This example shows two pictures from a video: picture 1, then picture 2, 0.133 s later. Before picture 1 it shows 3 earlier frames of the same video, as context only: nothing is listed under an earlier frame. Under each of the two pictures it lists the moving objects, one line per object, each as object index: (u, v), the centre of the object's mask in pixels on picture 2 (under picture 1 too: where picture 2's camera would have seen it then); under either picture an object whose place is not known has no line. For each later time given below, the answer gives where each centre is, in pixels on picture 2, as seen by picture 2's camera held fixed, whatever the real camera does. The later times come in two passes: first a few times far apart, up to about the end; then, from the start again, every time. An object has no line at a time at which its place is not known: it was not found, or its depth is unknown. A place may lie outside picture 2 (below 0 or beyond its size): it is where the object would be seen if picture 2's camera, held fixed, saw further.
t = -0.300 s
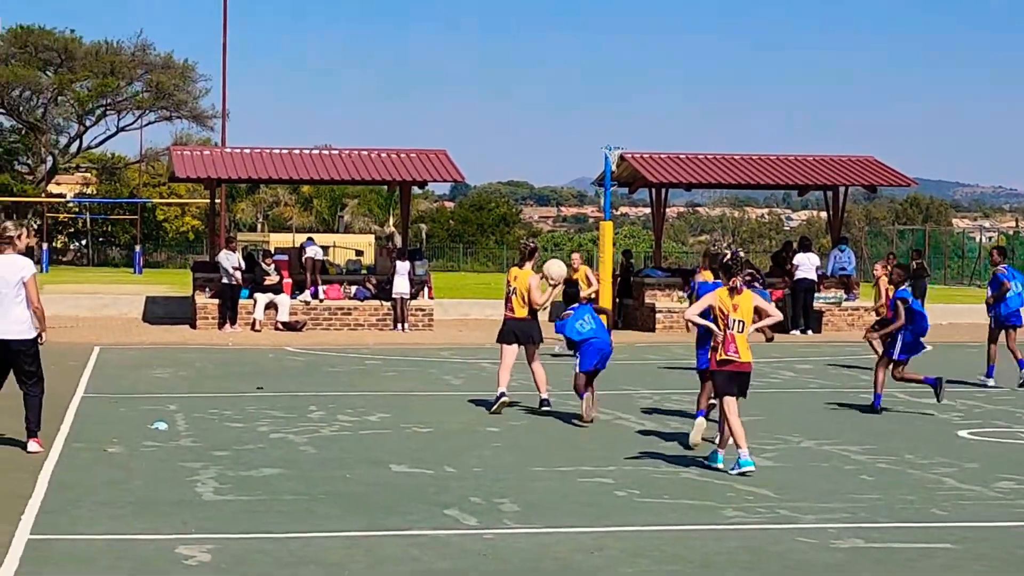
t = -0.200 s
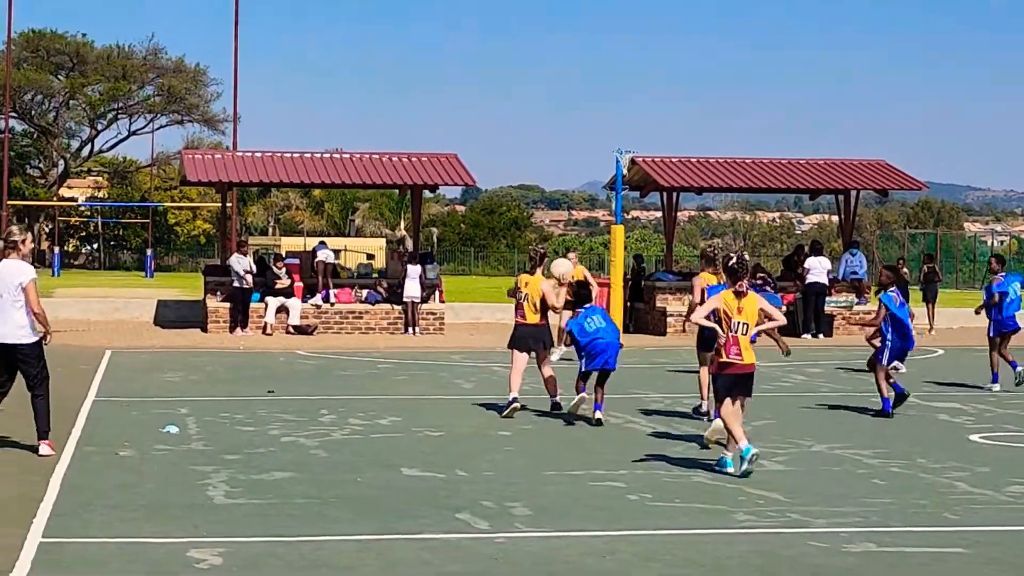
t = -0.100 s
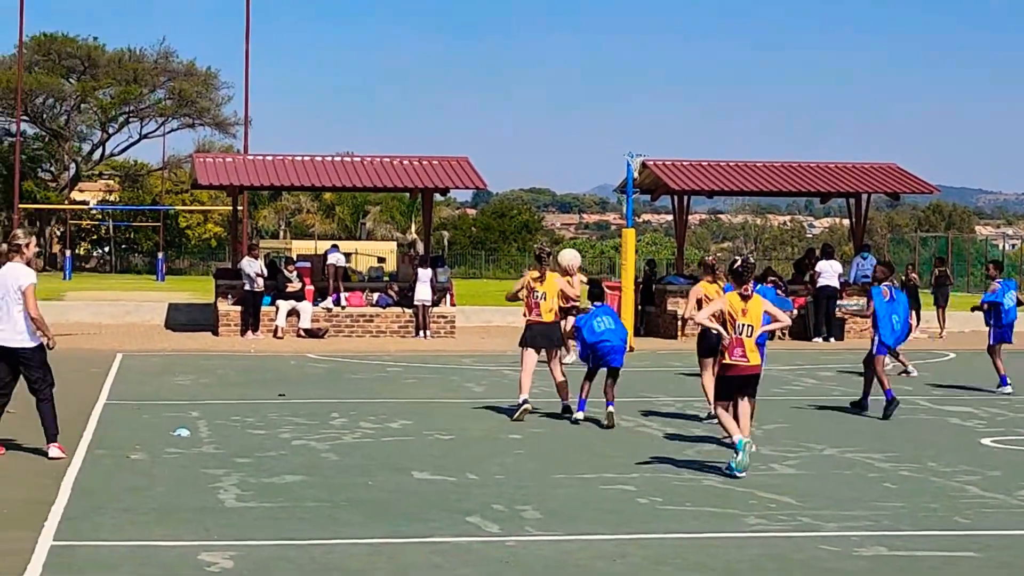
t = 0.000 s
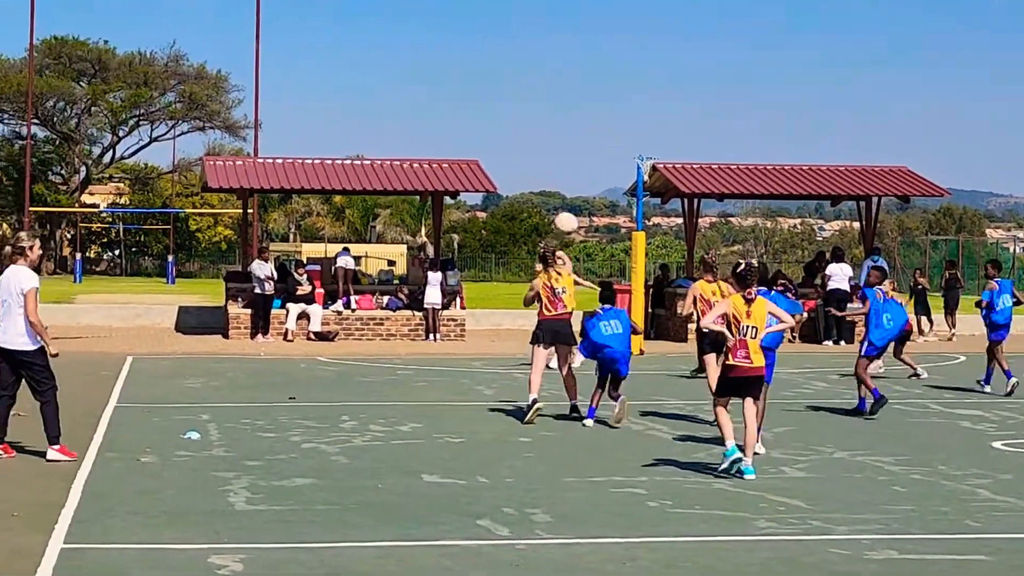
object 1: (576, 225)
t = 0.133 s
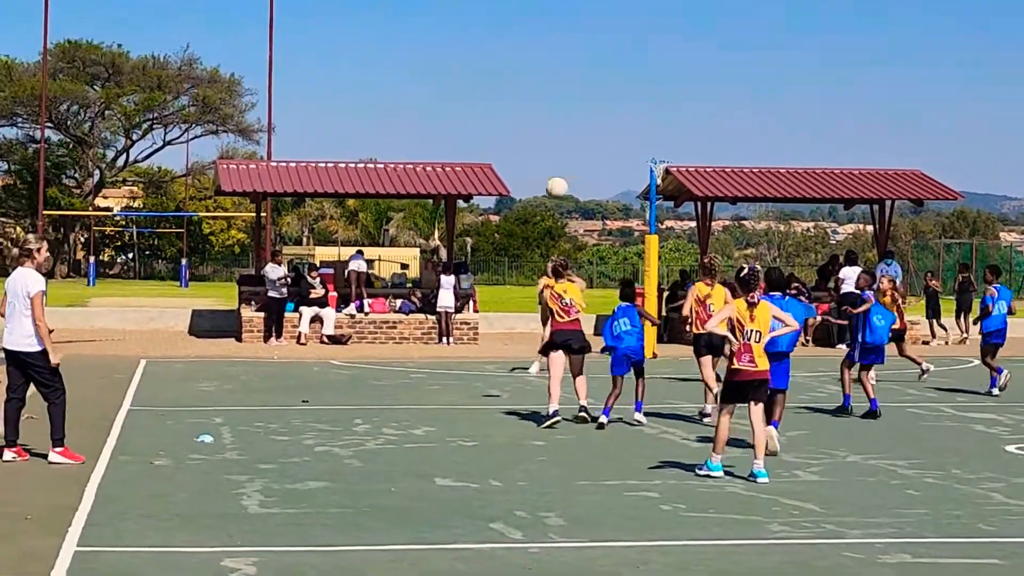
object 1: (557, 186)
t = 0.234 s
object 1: (544, 173)
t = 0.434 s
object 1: (522, 171)
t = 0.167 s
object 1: (552, 182)
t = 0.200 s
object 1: (548, 177)
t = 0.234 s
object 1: (544, 173)
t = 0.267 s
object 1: (539, 170)
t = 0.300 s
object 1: (536, 168)
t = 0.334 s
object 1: (532, 167)
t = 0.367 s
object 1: (529, 167)
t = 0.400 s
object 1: (526, 169)
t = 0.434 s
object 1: (522, 171)
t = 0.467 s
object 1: (518, 174)
